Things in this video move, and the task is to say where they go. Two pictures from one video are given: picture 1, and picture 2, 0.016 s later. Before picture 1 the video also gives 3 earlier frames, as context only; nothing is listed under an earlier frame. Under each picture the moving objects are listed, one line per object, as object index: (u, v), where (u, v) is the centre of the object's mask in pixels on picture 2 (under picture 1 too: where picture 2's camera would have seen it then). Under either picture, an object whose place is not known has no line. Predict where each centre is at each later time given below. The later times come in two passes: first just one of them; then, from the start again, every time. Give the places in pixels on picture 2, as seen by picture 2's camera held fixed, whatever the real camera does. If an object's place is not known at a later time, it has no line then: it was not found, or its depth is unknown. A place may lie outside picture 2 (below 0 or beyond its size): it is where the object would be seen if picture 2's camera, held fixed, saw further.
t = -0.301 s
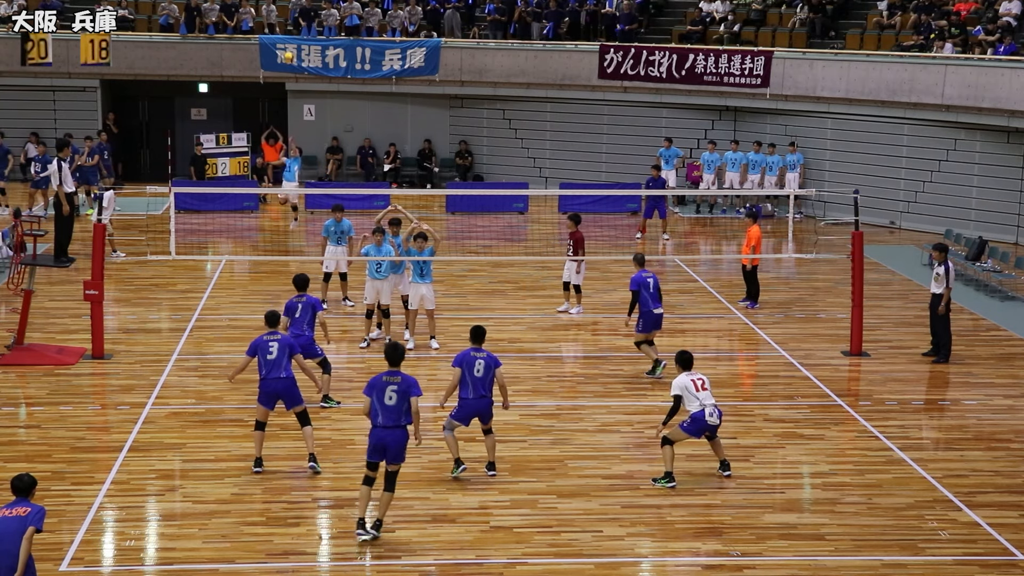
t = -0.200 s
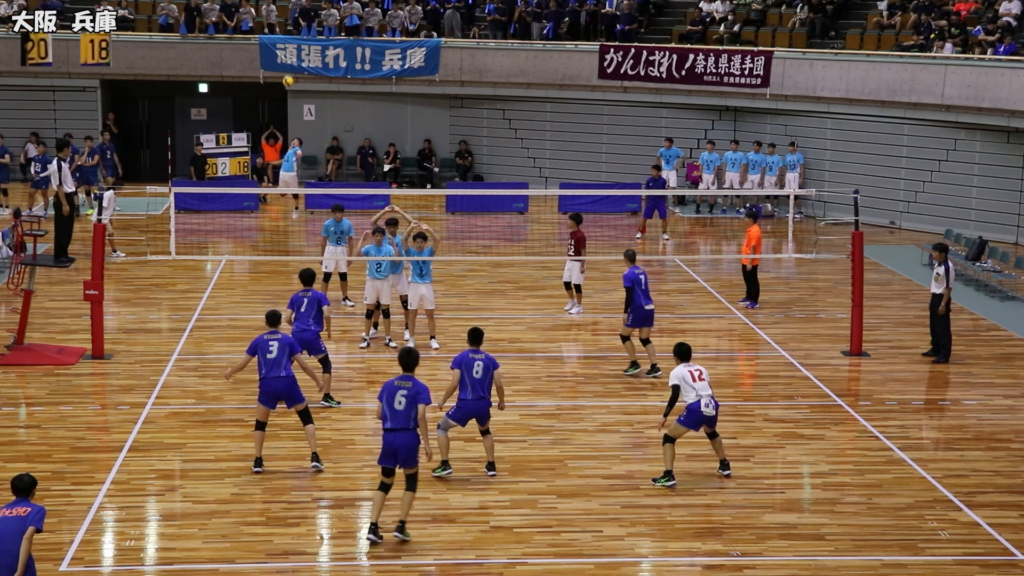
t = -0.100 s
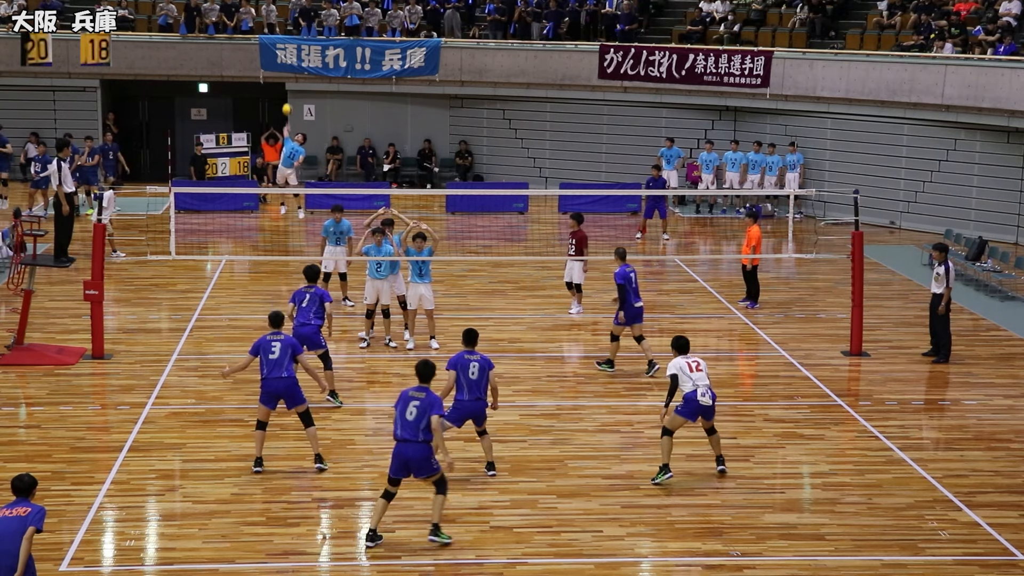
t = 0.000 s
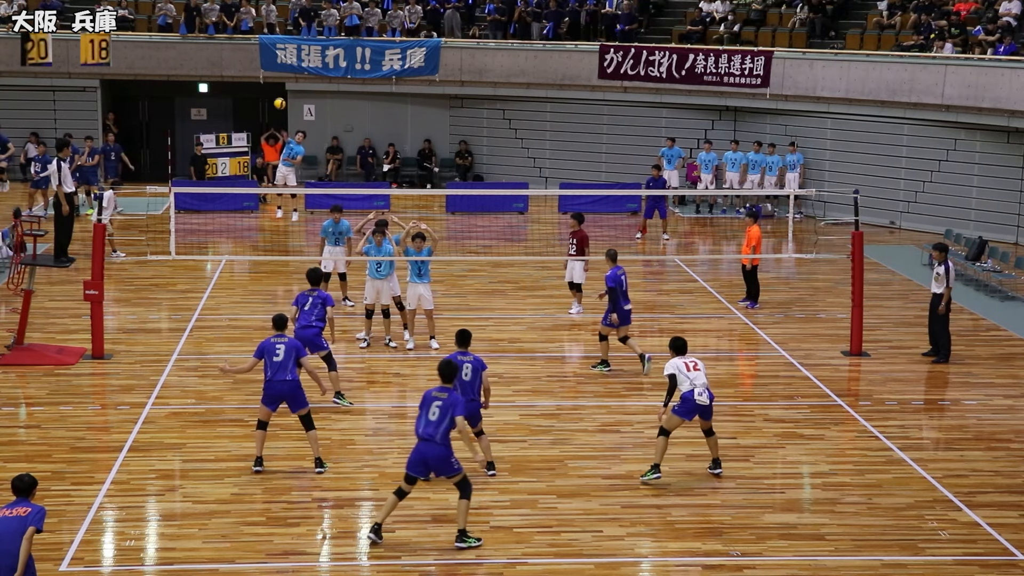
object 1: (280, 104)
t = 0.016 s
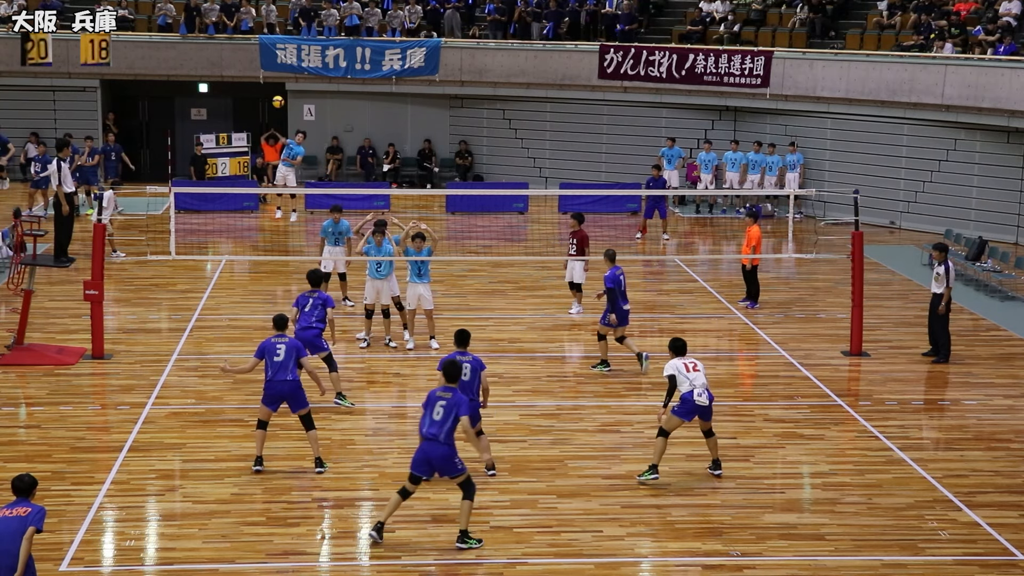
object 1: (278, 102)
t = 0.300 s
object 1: (252, 126)
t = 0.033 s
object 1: (276, 100)
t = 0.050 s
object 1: (275, 99)
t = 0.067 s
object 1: (273, 99)
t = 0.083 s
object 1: (271, 98)
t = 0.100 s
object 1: (270, 98)
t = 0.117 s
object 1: (268, 98)
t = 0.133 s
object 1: (267, 99)
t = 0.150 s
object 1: (265, 100)
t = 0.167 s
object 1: (264, 101)
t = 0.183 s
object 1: (262, 103)
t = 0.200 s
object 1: (261, 105)
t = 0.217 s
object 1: (259, 107)
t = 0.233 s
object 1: (258, 110)
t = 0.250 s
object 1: (256, 113)
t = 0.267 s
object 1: (255, 117)
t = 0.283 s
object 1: (254, 121)
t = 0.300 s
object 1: (252, 126)
